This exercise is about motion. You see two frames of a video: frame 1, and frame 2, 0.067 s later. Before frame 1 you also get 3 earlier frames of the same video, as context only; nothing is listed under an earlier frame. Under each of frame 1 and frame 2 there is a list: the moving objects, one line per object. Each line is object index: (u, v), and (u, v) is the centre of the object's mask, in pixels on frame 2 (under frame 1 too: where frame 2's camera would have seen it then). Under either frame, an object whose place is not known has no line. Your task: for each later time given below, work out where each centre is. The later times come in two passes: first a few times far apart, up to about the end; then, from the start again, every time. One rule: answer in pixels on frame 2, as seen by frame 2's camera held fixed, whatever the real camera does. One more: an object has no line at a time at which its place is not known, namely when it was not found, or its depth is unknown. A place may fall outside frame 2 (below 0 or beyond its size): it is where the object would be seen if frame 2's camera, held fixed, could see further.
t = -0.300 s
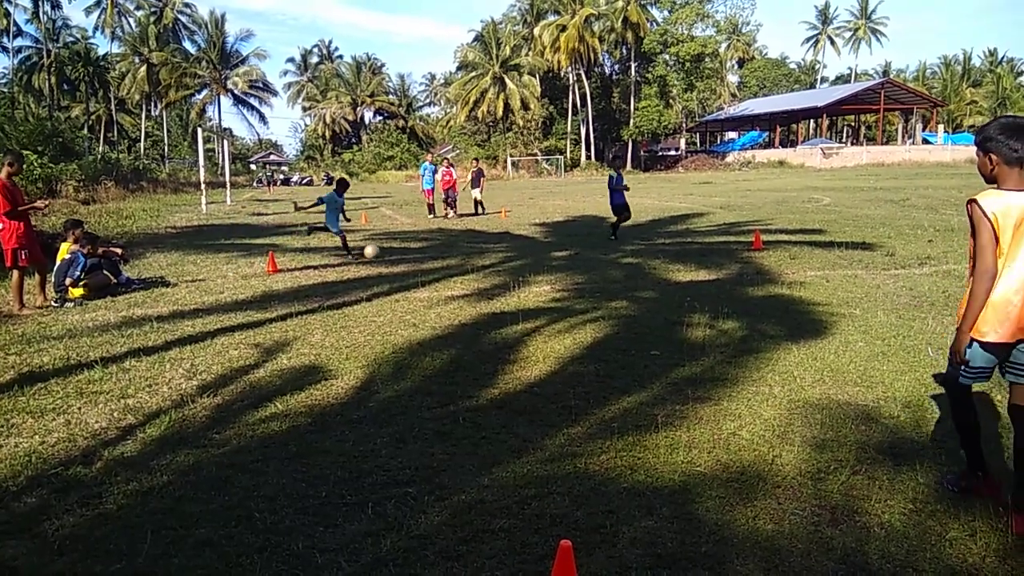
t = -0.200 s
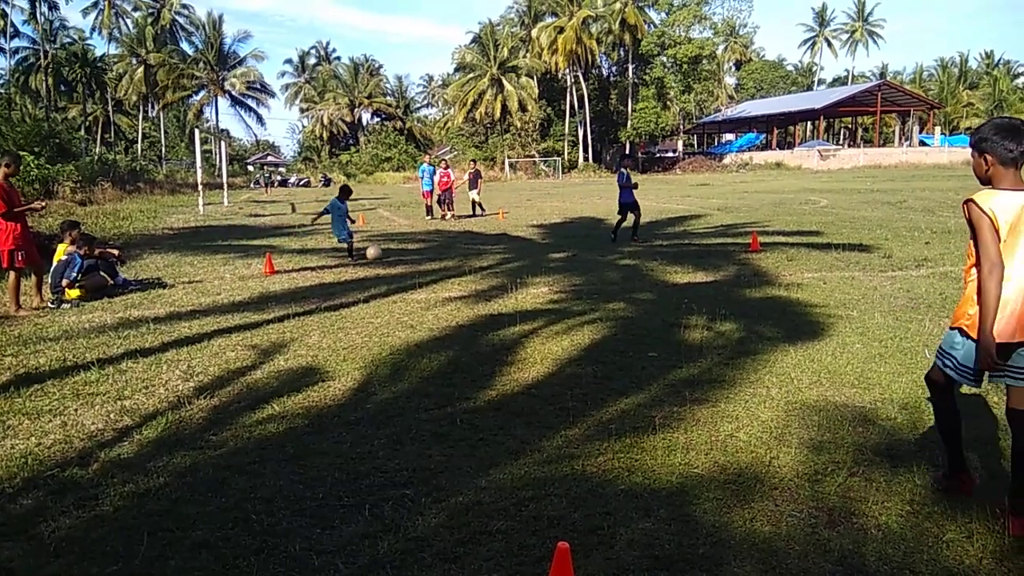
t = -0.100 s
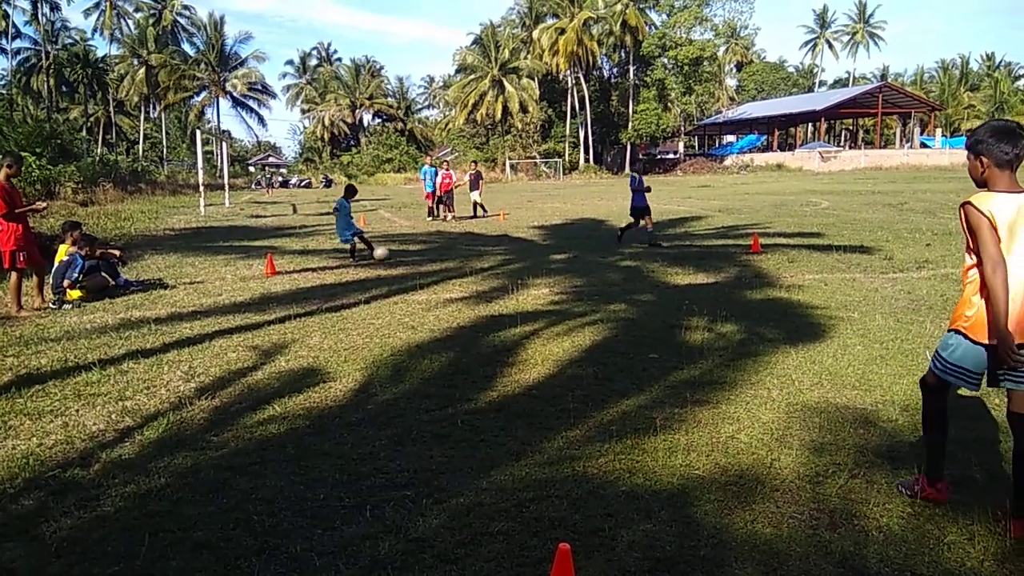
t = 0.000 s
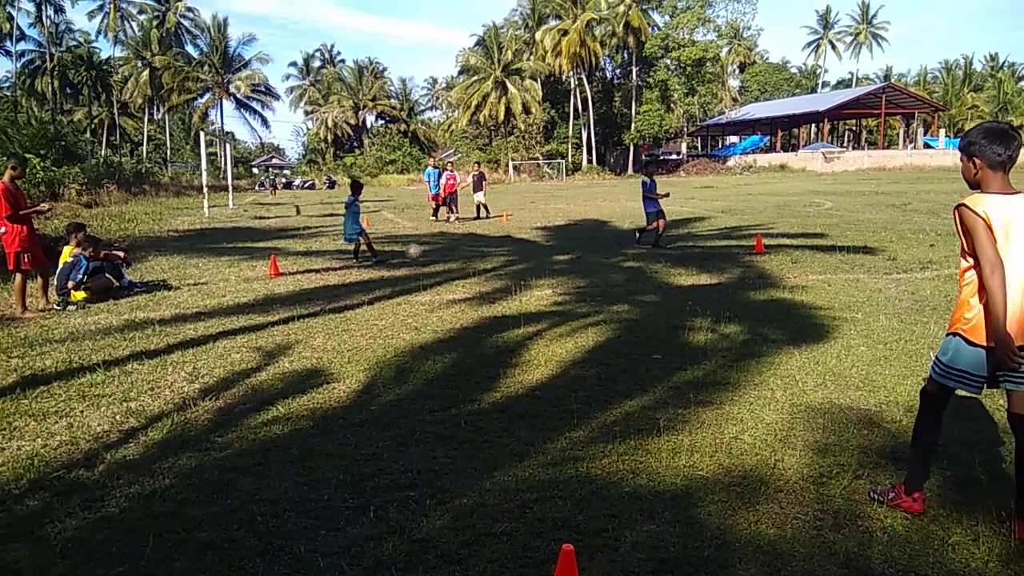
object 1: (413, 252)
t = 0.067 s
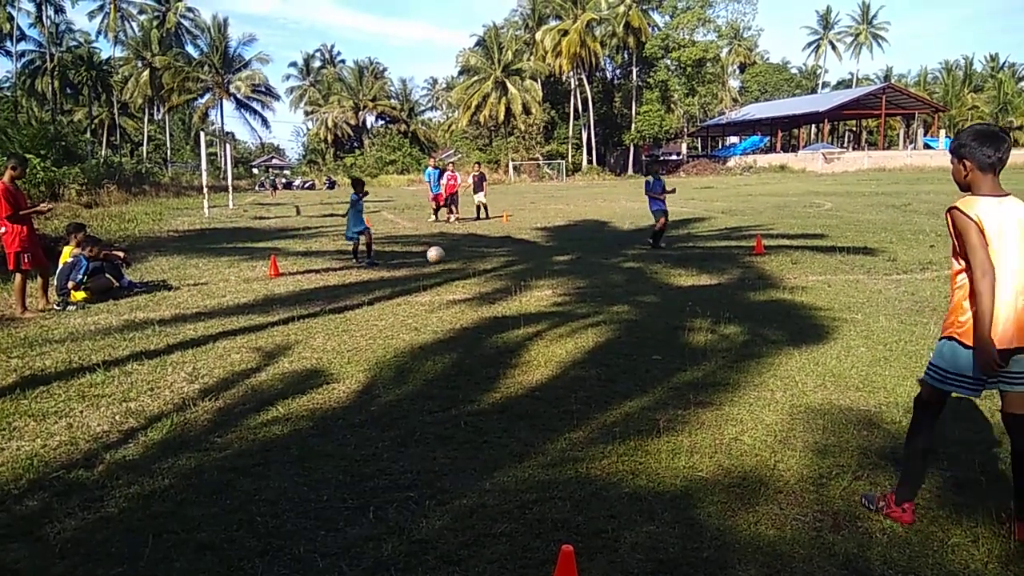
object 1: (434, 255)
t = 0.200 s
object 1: (485, 271)
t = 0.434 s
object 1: (583, 287)
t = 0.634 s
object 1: (684, 300)
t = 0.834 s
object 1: (809, 342)
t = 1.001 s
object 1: (906, 344)
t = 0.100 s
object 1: (447, 257)
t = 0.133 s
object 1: (459, 261)
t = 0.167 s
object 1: (472, 266)
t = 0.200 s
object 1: (485, 271)
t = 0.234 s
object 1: (500, 277)
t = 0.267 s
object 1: (513, 277)
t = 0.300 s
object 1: (525, 278)
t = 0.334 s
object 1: (538, 279)
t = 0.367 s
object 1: (553, 281)
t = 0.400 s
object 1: (567, 283)
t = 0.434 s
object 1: (583, 287)
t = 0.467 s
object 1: (601, 293)
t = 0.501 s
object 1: (618, 301)
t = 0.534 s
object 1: (634, 298)
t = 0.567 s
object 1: (650, 298)
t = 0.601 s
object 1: (667, 298)
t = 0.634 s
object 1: (684, 300)
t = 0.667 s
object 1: (702, 304)
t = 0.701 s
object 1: (721, 308)
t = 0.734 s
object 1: (741, 315)
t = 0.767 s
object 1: (763, 322)
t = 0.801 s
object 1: (786, 333)
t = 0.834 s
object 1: (809, 342)
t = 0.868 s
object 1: (826, 341)
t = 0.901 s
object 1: (844, 339)
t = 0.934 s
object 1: (863, 339)
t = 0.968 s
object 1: (884, 340)
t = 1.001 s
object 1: (906, 344)
